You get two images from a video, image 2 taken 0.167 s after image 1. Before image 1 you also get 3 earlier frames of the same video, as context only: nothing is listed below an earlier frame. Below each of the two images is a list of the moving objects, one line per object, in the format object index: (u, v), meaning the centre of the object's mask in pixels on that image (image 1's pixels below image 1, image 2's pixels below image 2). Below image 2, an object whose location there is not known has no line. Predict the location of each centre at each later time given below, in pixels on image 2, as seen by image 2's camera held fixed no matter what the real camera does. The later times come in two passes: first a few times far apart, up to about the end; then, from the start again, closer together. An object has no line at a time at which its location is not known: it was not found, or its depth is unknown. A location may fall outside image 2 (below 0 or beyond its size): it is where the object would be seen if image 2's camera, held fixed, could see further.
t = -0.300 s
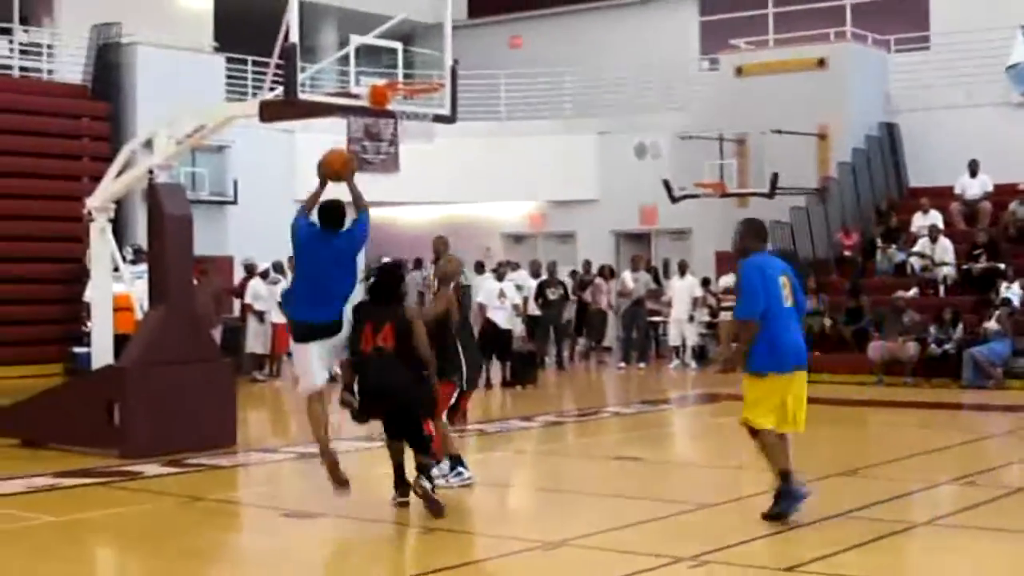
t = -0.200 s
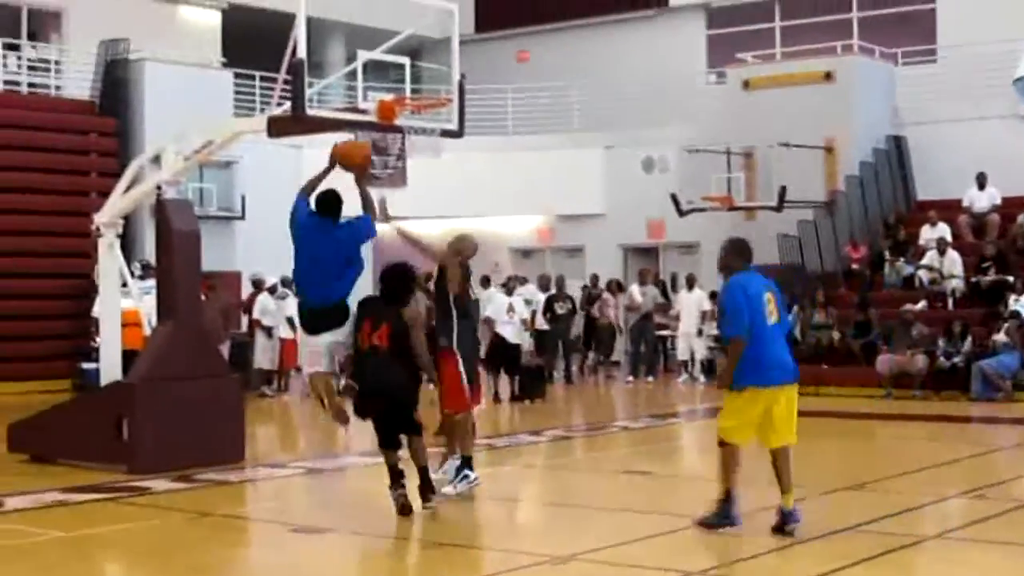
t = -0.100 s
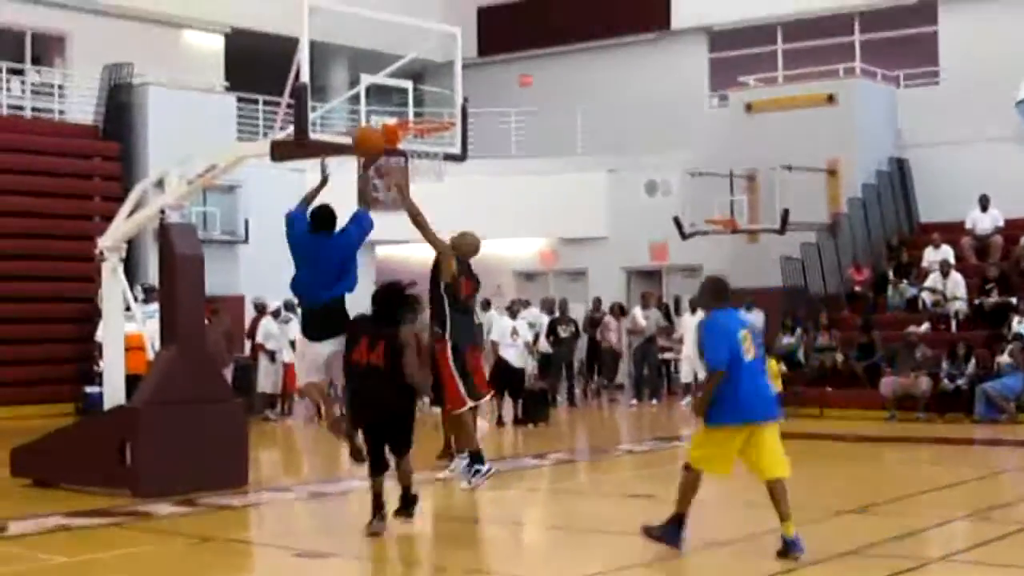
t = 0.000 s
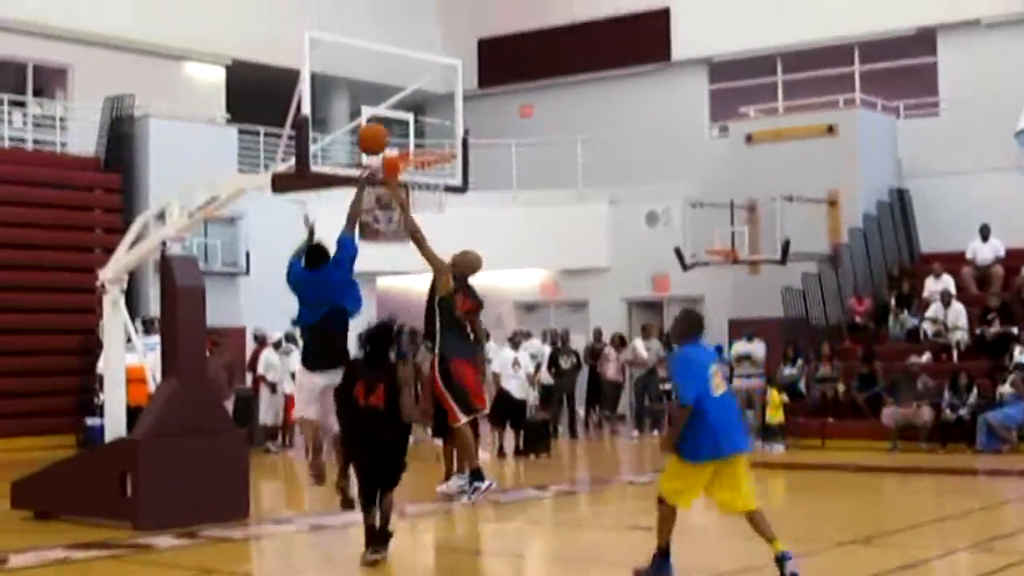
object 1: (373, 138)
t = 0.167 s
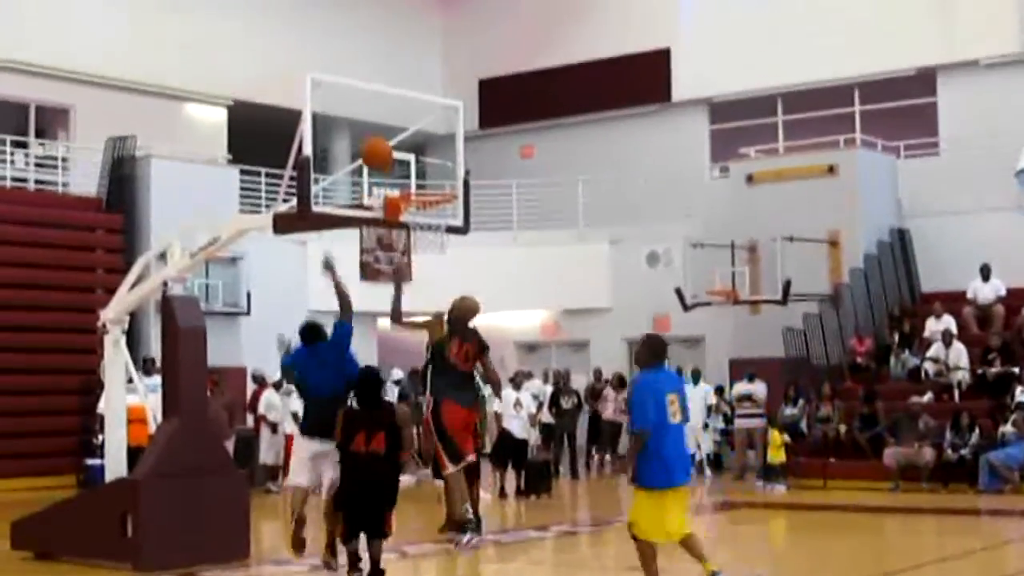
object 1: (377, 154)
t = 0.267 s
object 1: (380, 155)
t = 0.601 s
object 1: (420, 196)
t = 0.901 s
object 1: (449, 232)
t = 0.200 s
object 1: (377, 153)
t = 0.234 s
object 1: (378, 154)
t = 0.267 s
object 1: (380, 155)
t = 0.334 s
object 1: (398, 161)
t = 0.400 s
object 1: (418, 173)
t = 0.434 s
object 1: (429, 180)
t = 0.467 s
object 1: (438, 187)
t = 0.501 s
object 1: (438, 190)
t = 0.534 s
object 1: (431, 194)
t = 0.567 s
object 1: (424, 196)
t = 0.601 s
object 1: (420, 196)
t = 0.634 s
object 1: (419, 198)
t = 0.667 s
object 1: (418, 205)
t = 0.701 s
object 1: (419, 207)
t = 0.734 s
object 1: (427, 209)
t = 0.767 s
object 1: (432, 211)
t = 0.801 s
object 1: (439, 218)
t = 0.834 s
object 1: (444, 225)
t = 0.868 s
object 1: (447, 229)
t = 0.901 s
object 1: (449, 232)
